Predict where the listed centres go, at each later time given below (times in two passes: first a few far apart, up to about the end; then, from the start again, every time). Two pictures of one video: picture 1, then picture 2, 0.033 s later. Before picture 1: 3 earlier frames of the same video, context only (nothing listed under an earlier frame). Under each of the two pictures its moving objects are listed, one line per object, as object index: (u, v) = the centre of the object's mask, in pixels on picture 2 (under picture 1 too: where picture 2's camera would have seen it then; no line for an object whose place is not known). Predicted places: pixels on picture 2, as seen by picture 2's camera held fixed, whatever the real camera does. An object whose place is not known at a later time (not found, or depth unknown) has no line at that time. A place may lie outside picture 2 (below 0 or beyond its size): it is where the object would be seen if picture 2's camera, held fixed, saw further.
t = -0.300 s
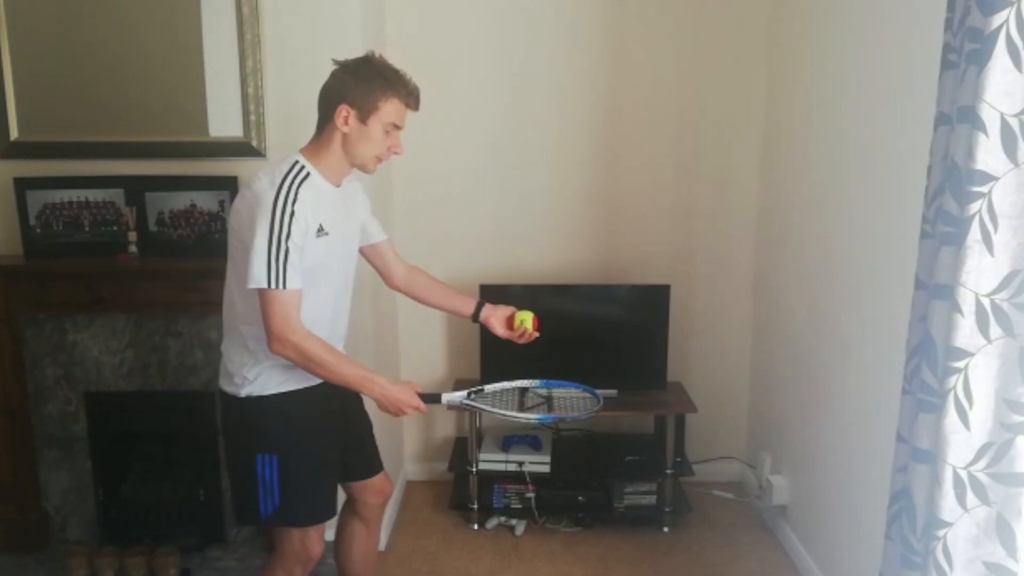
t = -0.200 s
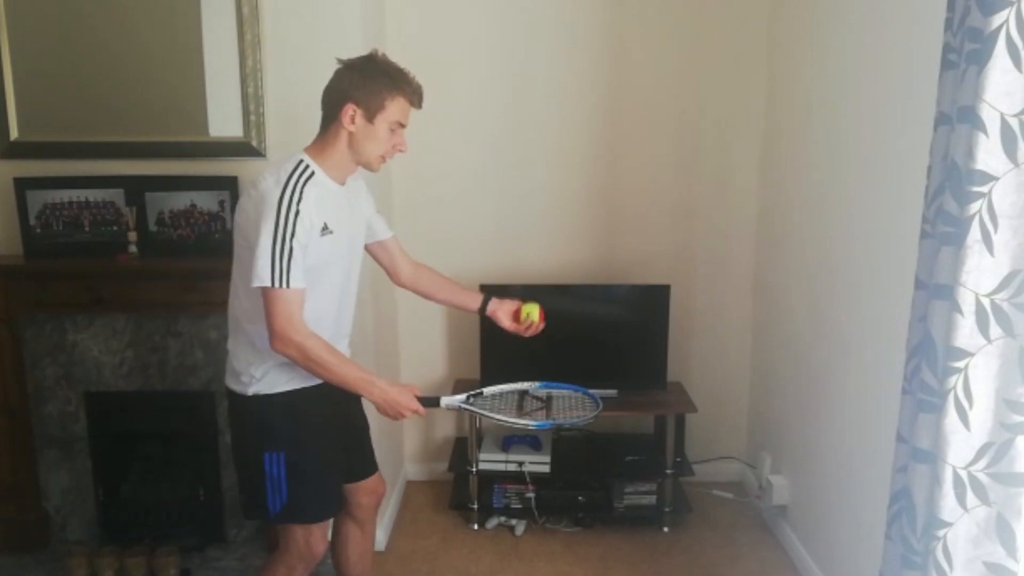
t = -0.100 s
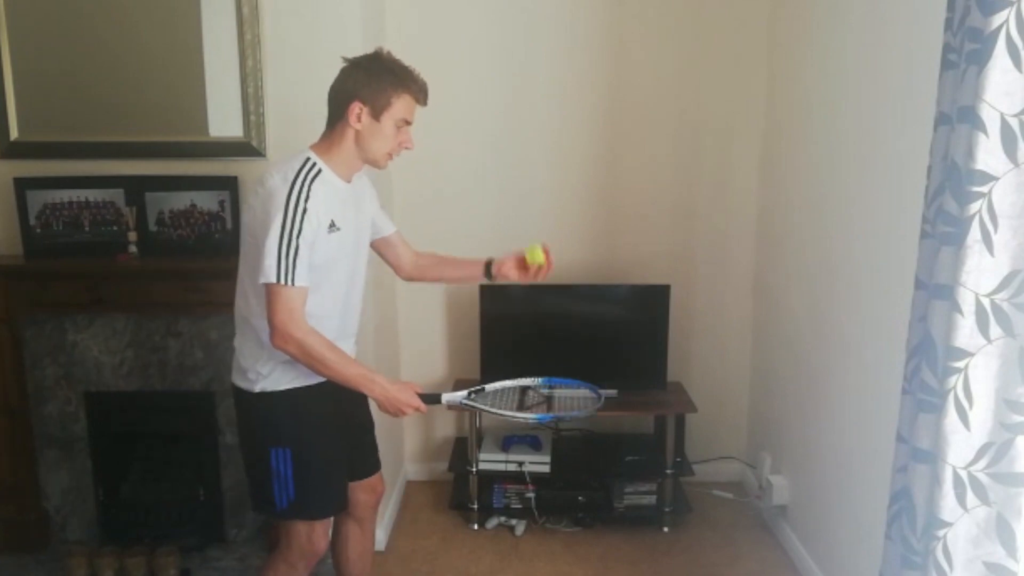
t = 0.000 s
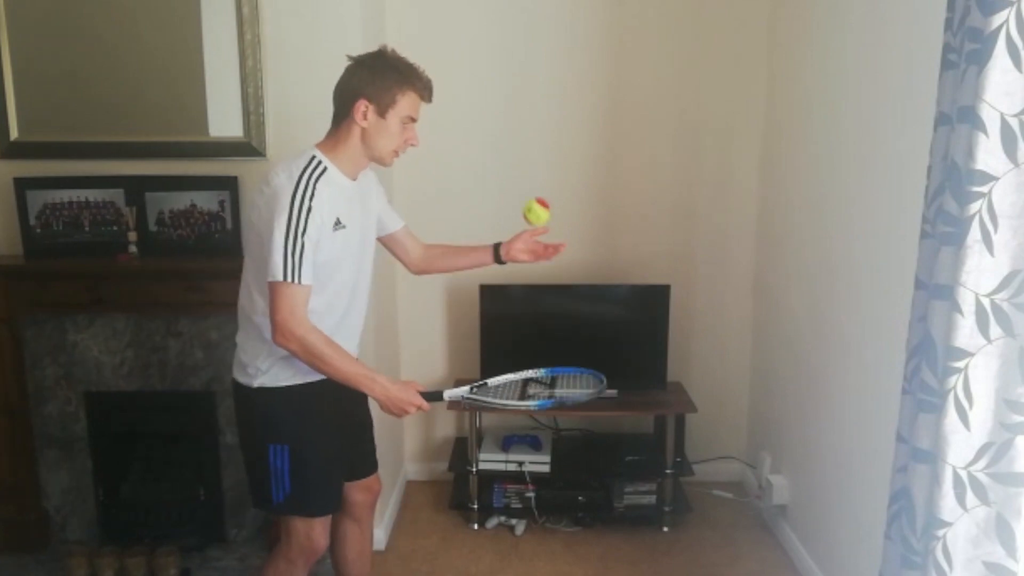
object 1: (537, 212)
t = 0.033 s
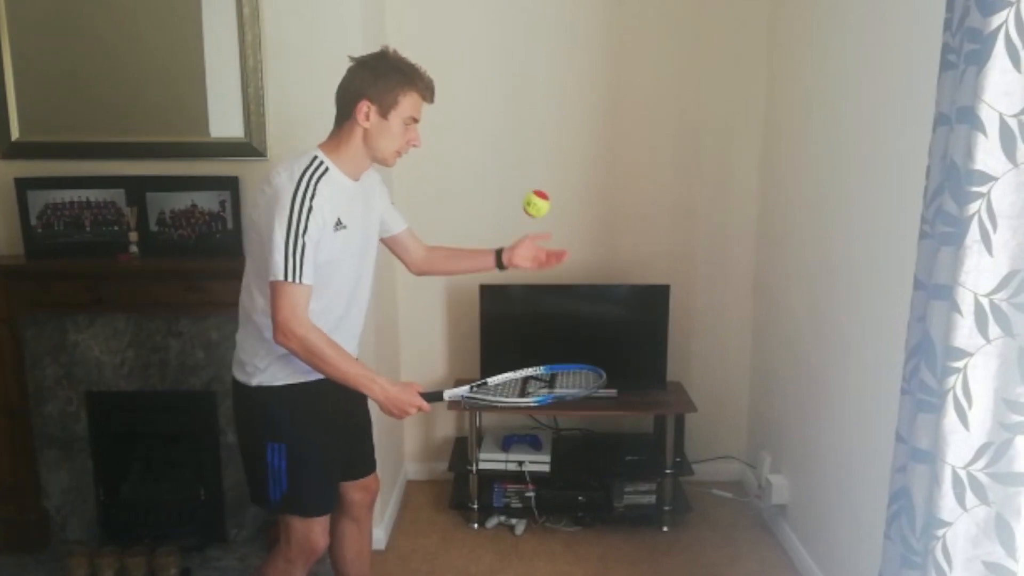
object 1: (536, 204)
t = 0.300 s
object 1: (535, 291)
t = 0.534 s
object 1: (532, 565)
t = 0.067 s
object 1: (536, 200)
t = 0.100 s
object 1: (536, 200)
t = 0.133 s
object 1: (536, 204)
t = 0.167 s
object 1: (536, 213)
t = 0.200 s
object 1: (535, 226)
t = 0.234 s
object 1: (535, 243)
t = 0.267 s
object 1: (535, 265)
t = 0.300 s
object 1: (535, 291)
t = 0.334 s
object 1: (534, 320)
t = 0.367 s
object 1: (534, 354)
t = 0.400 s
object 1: (534, 390)
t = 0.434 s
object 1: (534, 432)
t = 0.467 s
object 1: (534, 478)
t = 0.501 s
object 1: (534, 526)
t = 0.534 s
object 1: (532, 565)
